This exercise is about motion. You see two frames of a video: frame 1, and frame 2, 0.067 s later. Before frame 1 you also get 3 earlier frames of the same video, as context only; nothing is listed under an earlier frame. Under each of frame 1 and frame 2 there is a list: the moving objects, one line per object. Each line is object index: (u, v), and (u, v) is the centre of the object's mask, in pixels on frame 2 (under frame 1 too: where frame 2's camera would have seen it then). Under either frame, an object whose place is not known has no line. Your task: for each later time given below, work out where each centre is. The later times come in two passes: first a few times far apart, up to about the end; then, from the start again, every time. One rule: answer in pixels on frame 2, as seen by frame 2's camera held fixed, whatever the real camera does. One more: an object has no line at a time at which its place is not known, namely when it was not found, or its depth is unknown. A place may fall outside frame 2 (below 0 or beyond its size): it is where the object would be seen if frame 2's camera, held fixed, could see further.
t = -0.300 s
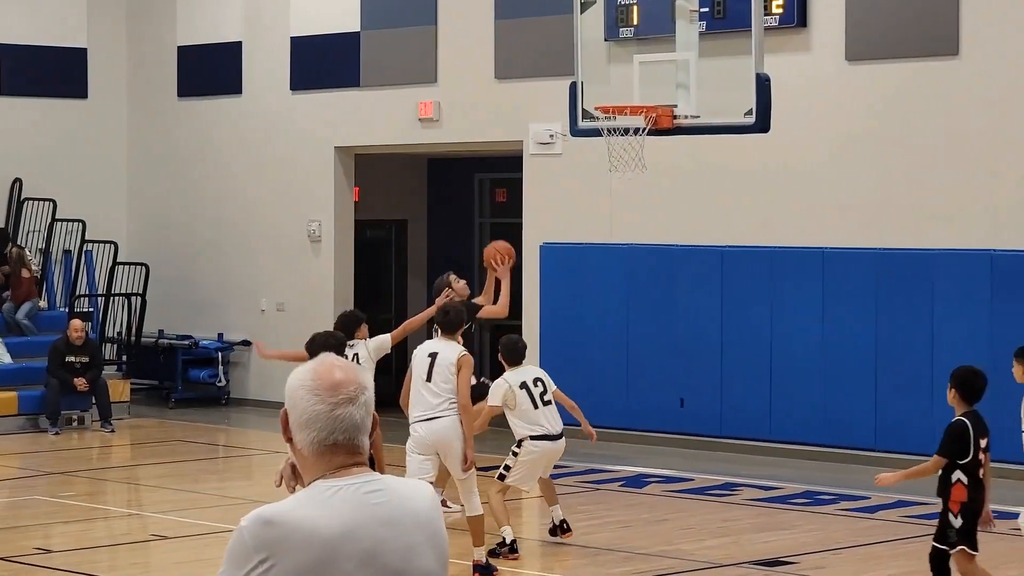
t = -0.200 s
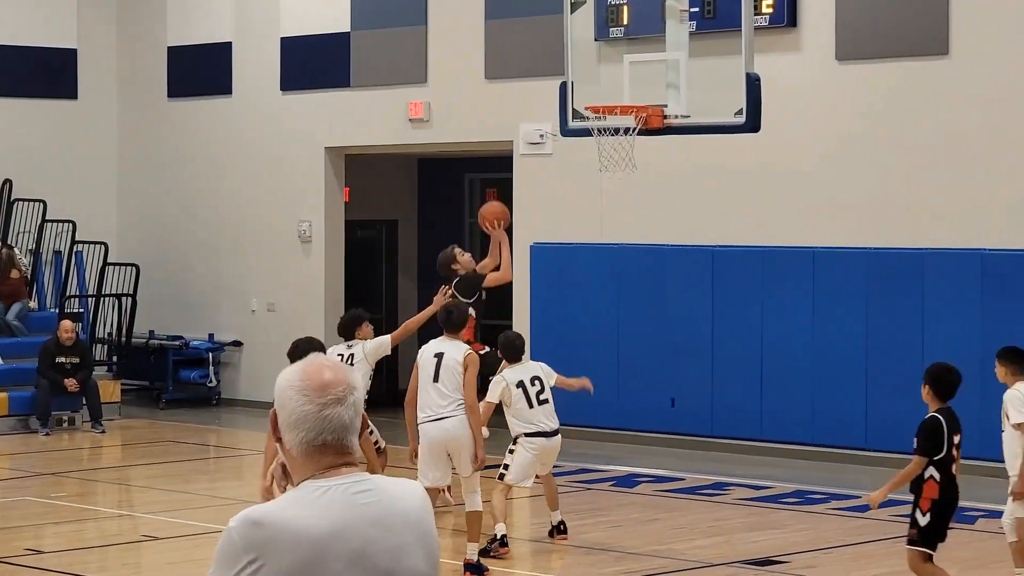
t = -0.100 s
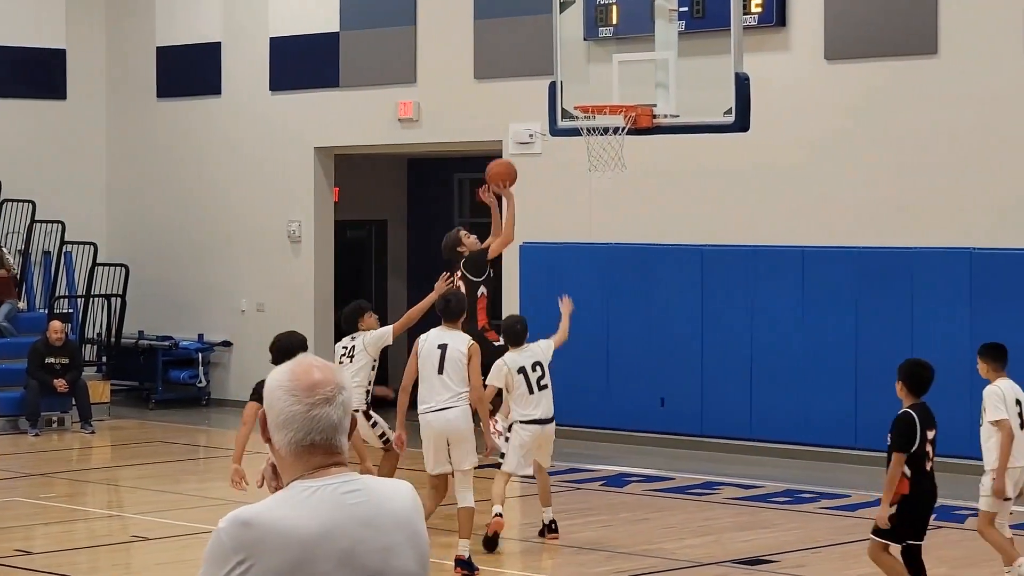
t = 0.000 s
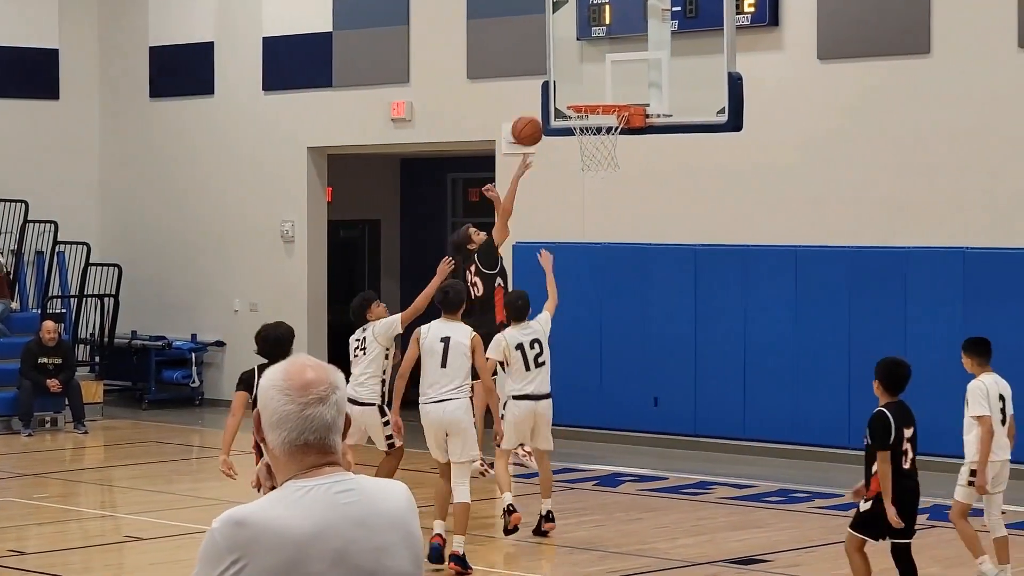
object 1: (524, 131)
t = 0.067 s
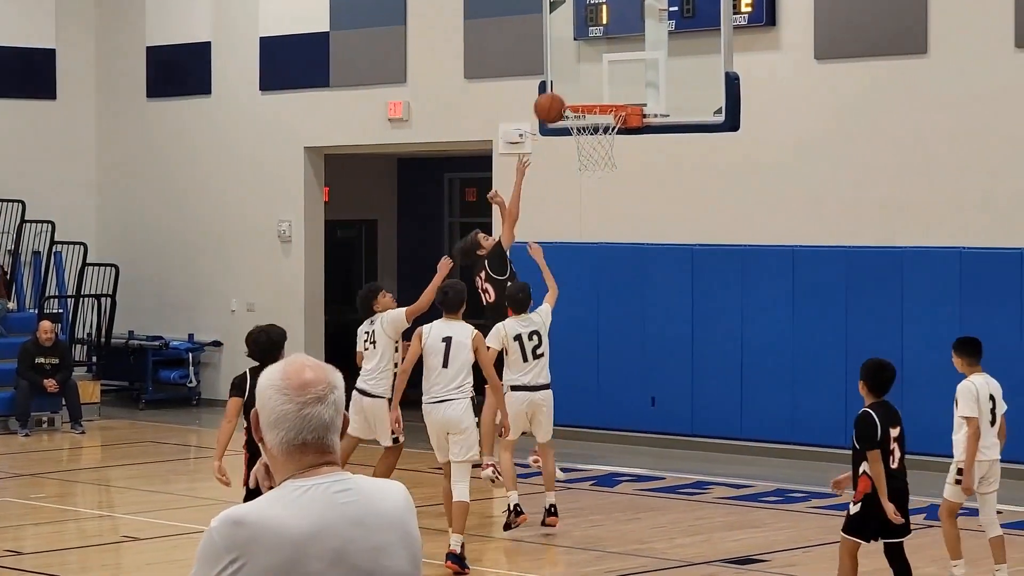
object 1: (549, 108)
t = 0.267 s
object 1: (589, 85)
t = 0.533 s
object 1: (592, 145)
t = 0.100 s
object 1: (562, 97)
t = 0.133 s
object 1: (575, 90)
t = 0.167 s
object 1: (587, 85)
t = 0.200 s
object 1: (588, 83)
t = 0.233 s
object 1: (589, 83)
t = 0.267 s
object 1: (589, 85)
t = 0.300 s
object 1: (590, 88)
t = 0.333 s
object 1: (591, 91)
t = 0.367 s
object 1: (592, 94)
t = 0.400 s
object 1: (593, 104)
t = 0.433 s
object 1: (594, 115)
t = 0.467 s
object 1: (592, 124)
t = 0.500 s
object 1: (593, 135)
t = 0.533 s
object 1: (592, 145)
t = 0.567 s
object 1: (592, 155)
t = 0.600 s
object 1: (591, 166)
